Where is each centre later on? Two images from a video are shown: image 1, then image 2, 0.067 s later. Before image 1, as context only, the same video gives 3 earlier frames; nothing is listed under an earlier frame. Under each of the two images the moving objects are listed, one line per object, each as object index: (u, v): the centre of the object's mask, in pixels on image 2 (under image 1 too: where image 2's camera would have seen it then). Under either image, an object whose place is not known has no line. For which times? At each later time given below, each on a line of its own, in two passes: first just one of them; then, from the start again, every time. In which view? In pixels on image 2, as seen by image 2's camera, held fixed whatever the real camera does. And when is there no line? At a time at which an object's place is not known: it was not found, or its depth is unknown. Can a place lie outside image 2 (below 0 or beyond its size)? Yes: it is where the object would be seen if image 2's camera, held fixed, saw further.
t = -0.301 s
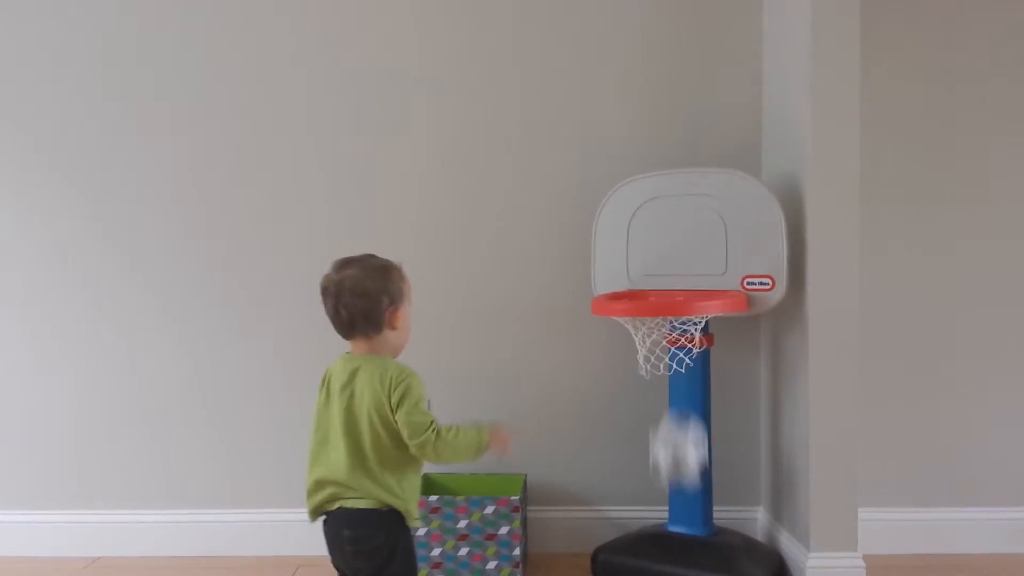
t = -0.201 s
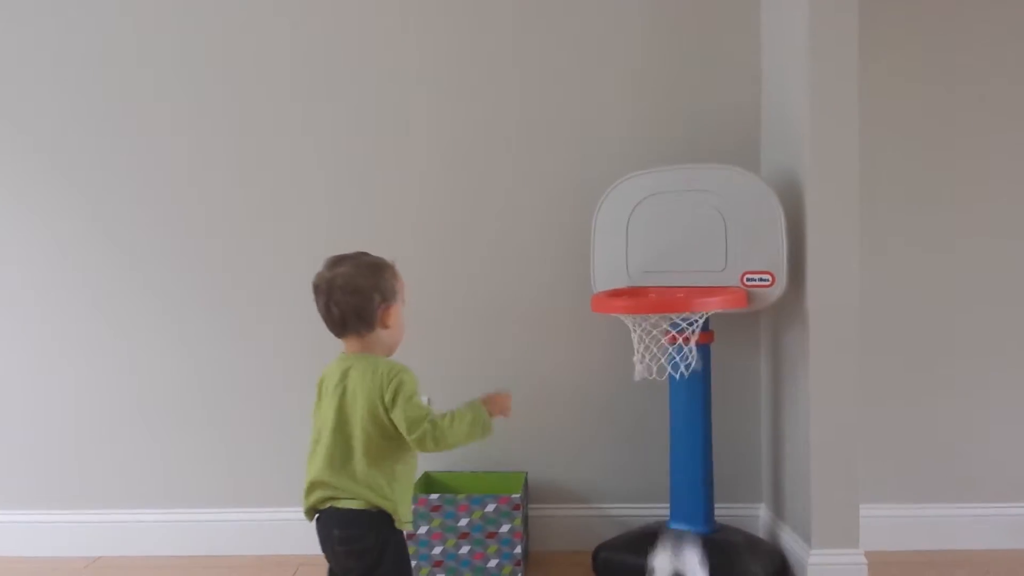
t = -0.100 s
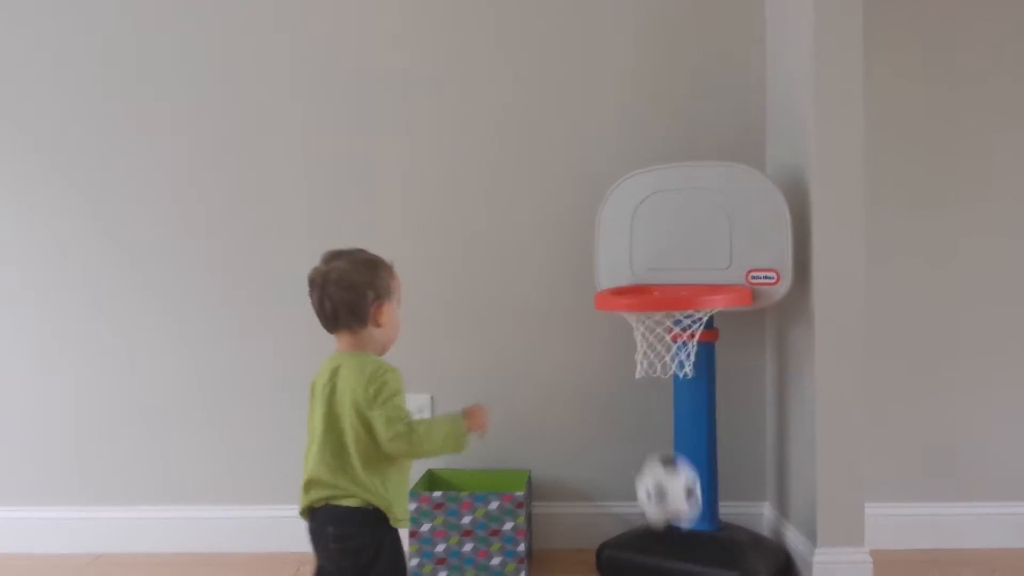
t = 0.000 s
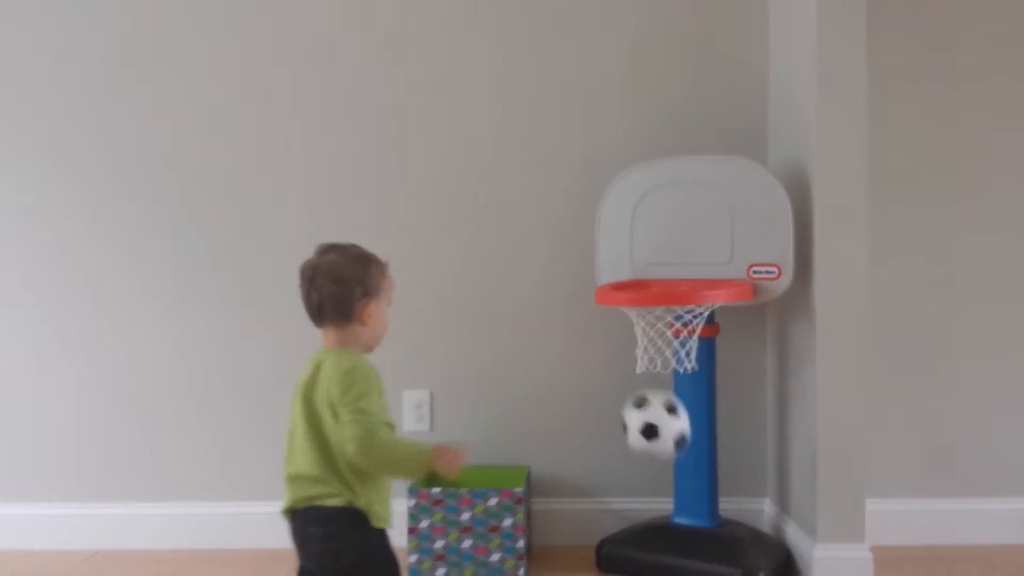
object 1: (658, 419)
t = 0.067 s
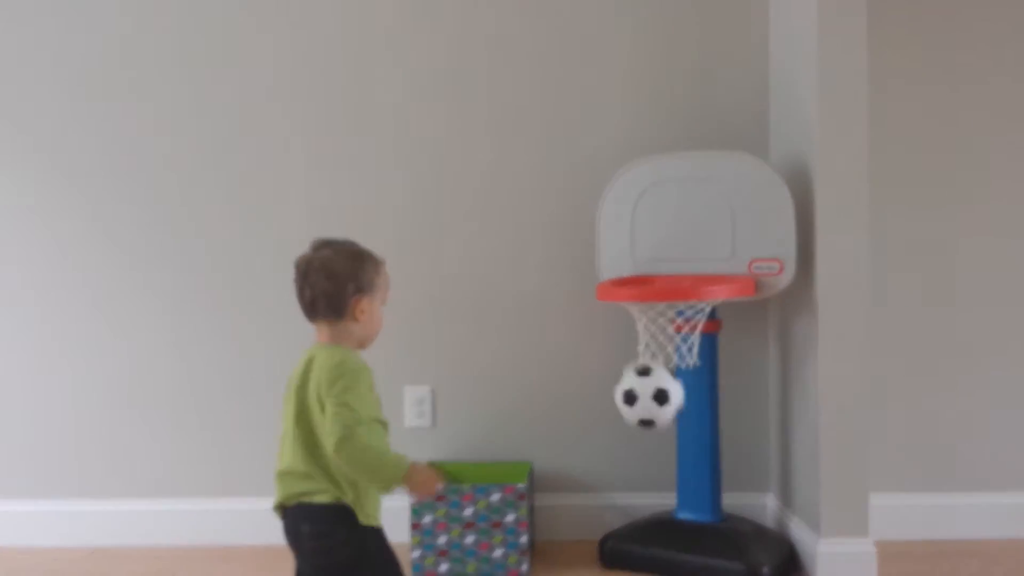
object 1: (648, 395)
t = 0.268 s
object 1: (616, 433)
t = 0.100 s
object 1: (644, 389)
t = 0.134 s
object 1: (638, 386)
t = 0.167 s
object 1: (633, 389)
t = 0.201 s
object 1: (627, 397)
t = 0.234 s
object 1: (622, 412)
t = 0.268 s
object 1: (616, 433)
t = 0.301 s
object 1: (611, 458)
